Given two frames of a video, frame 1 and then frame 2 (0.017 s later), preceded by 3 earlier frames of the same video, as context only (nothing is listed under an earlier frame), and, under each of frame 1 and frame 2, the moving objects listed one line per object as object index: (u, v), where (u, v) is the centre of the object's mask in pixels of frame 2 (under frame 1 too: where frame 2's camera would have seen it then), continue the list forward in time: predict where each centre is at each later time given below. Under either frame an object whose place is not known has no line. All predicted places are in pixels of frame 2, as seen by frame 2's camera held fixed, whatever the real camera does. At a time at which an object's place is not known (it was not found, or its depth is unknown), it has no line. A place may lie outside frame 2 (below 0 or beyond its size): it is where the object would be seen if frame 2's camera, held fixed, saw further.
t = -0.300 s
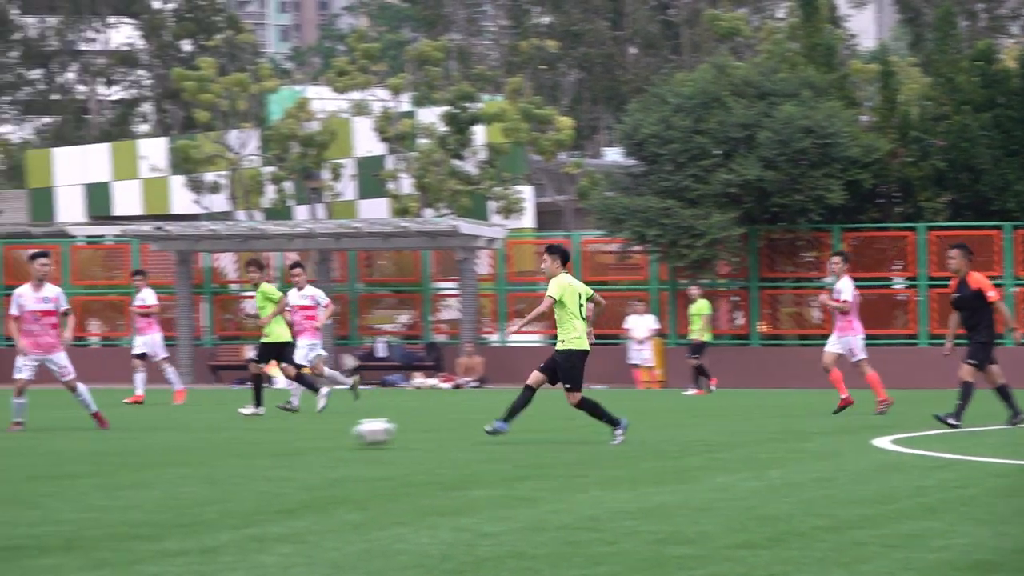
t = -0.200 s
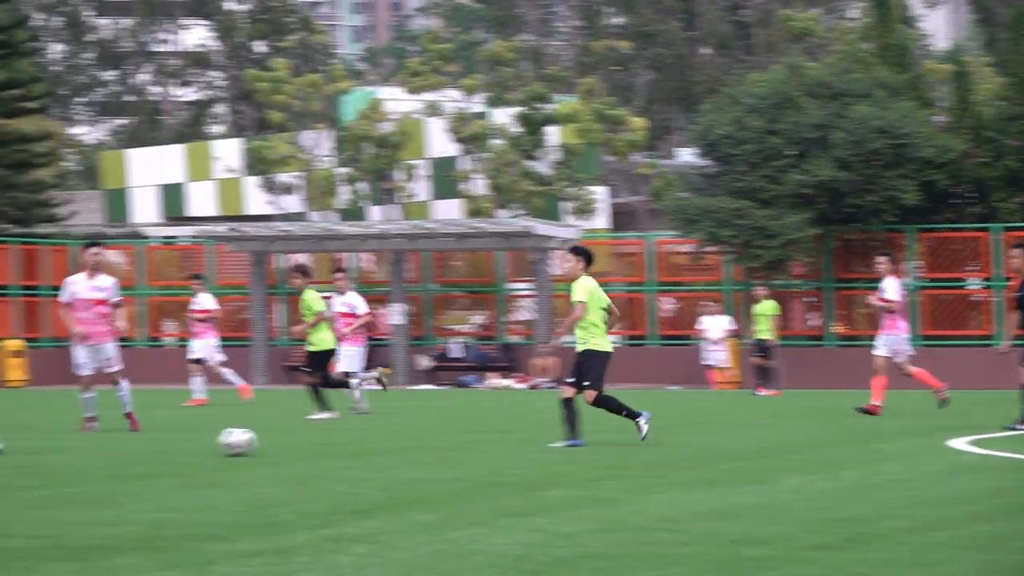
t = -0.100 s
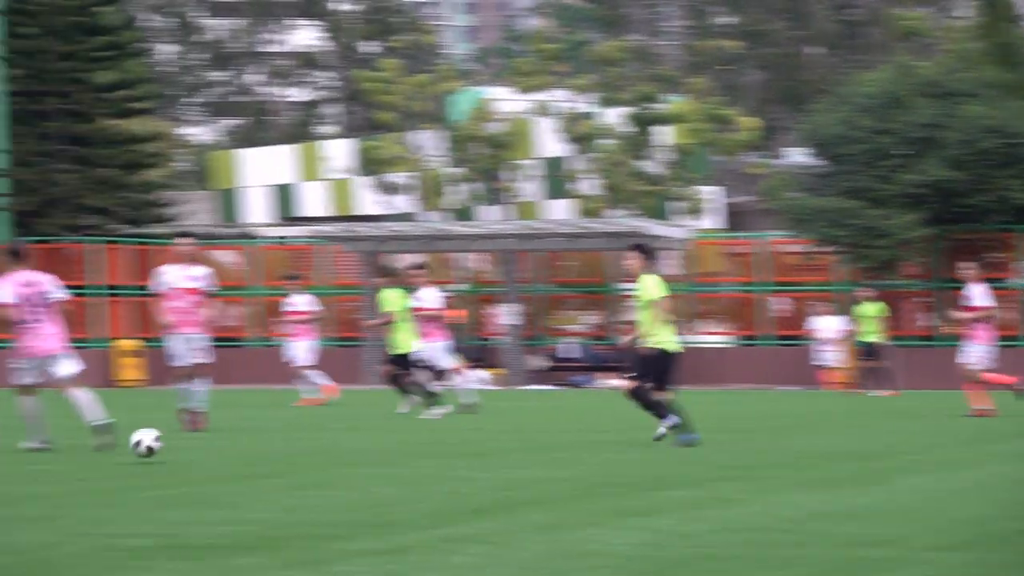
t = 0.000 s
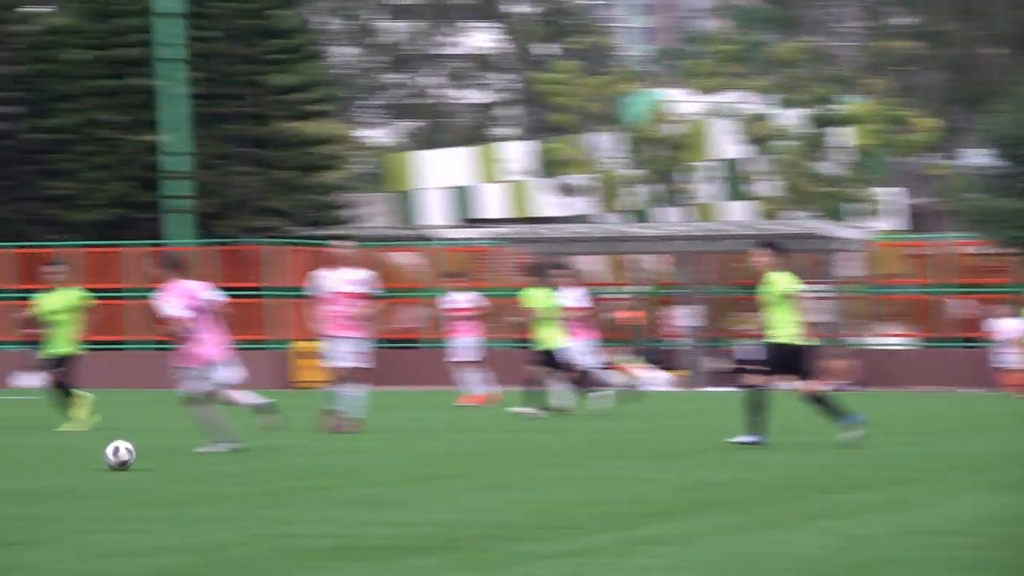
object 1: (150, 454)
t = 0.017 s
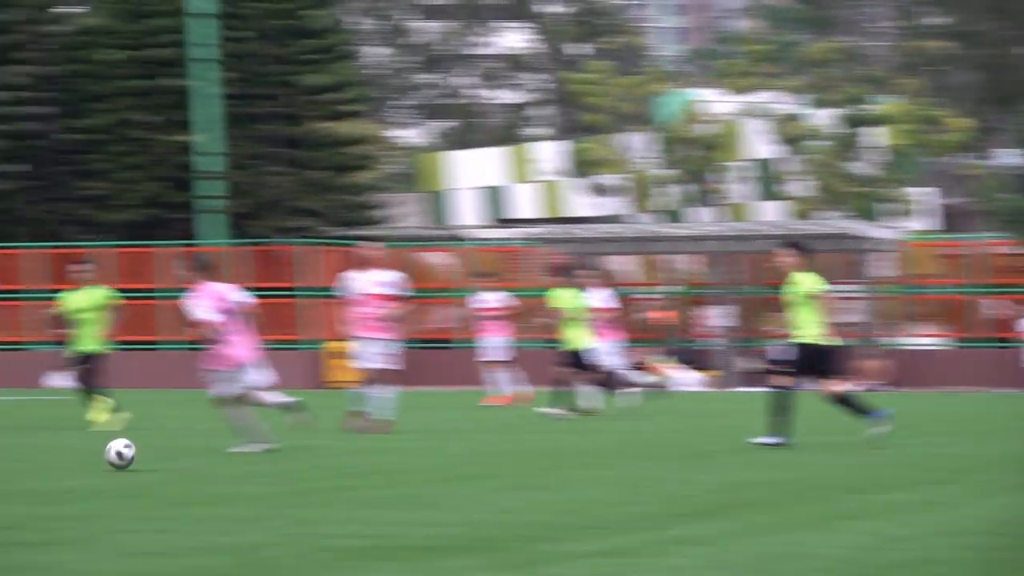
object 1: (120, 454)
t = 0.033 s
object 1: (89, 453)
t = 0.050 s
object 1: (60, 453)
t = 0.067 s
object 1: (29, 454)
